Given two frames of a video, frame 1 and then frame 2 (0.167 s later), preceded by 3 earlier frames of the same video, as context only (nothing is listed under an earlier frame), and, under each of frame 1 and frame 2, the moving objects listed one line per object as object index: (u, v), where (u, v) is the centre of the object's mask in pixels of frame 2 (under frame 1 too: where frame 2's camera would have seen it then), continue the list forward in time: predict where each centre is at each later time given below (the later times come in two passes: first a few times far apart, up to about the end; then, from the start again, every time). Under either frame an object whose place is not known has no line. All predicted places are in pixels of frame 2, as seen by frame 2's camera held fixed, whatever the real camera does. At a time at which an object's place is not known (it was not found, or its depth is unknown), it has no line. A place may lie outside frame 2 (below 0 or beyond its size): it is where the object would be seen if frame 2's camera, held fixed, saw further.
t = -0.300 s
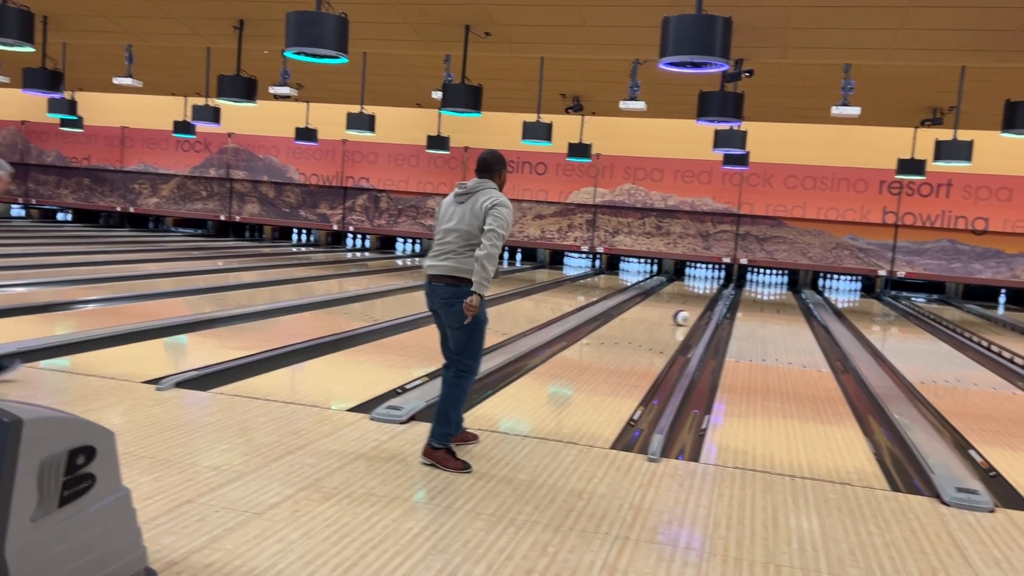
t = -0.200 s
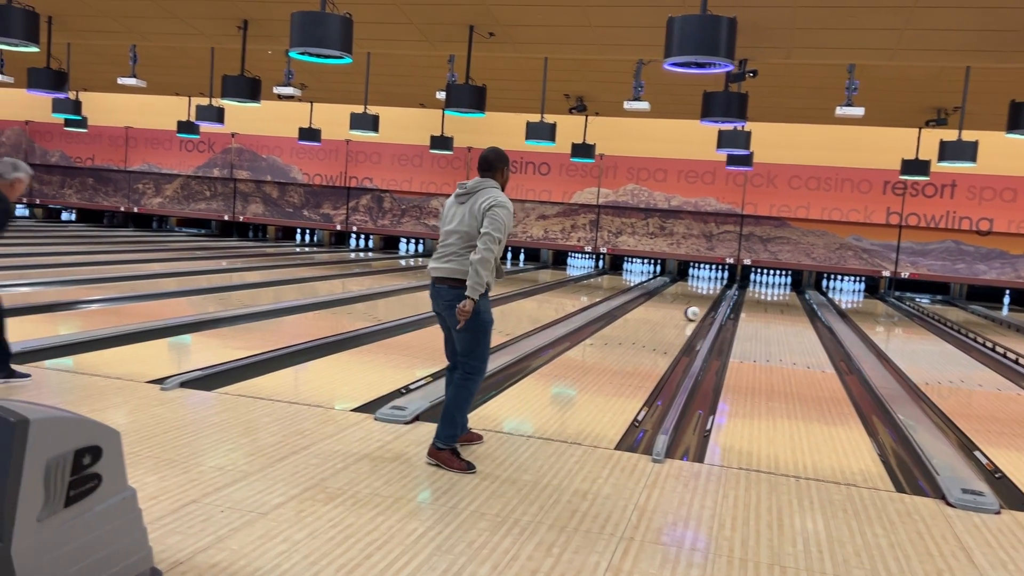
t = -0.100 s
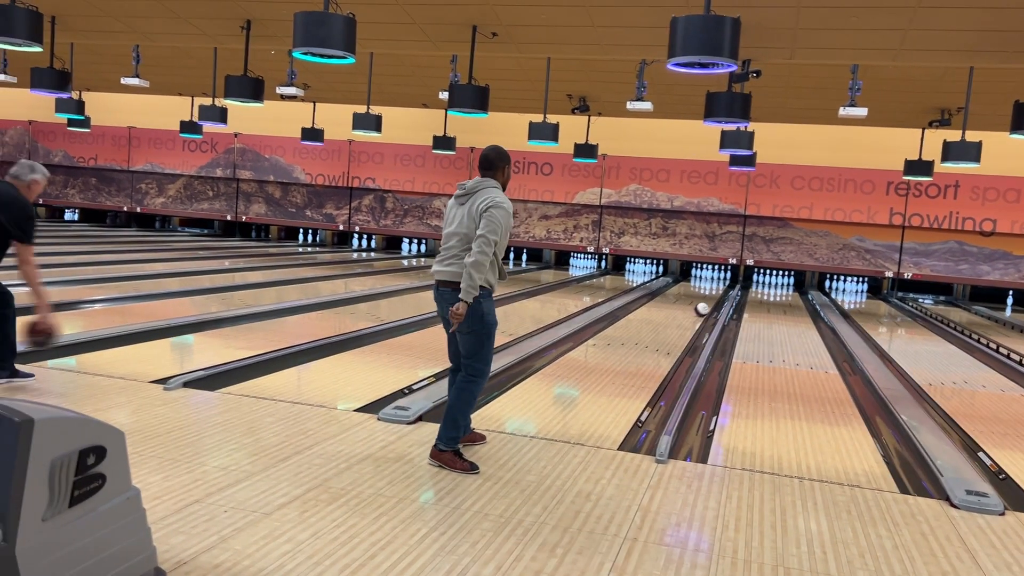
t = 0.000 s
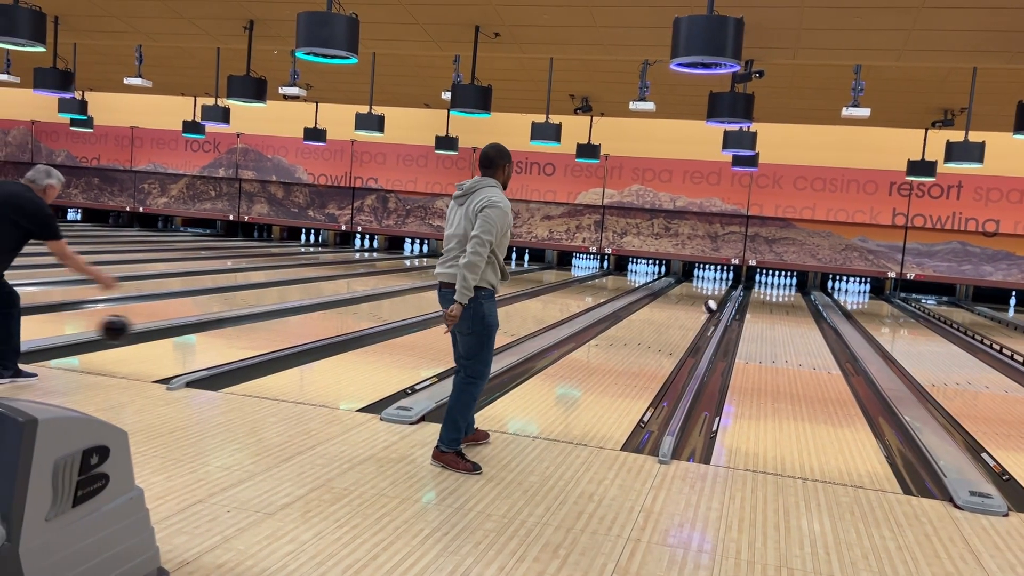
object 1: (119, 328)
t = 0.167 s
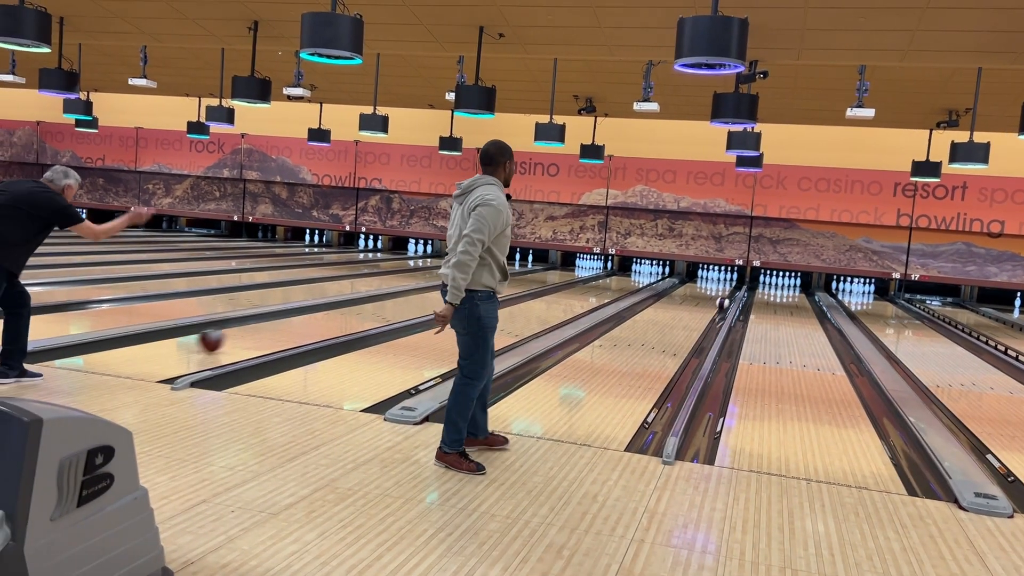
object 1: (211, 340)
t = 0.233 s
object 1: (240, 335)
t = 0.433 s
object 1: (314, 322)
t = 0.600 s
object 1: (362, 313)
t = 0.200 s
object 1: (227, 337)
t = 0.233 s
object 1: (240, 335)
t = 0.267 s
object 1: (255, 332)
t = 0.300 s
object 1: (267, 330)
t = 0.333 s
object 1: (280, 328)
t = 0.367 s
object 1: (292, 326)
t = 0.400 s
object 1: (304, 324)
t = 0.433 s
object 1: (314, 322)
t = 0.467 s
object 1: (325, 319)
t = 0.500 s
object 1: (335, 318)
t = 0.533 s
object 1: (344, 316)
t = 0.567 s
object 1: (353, 314)
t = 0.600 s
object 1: (362, 313)
